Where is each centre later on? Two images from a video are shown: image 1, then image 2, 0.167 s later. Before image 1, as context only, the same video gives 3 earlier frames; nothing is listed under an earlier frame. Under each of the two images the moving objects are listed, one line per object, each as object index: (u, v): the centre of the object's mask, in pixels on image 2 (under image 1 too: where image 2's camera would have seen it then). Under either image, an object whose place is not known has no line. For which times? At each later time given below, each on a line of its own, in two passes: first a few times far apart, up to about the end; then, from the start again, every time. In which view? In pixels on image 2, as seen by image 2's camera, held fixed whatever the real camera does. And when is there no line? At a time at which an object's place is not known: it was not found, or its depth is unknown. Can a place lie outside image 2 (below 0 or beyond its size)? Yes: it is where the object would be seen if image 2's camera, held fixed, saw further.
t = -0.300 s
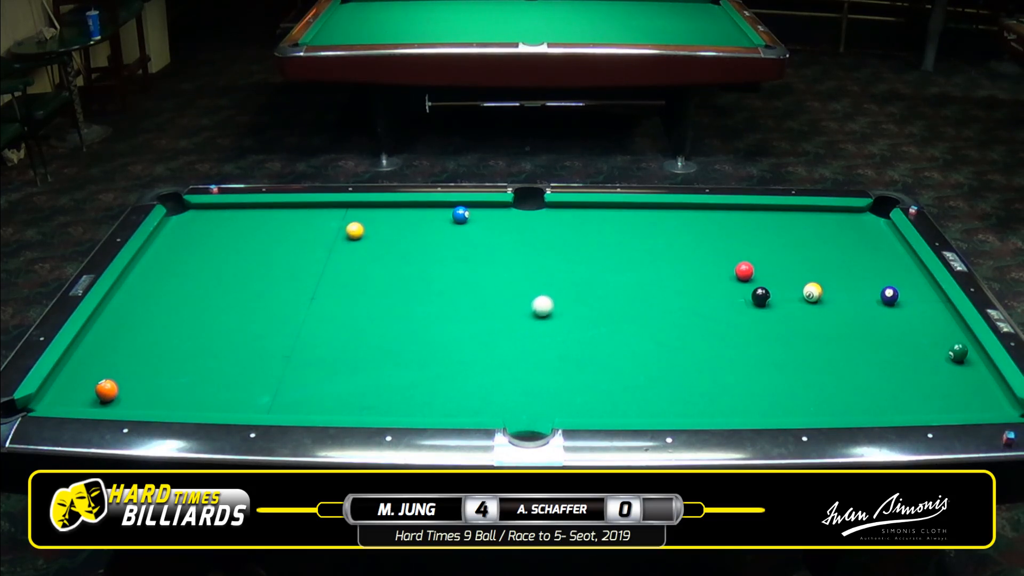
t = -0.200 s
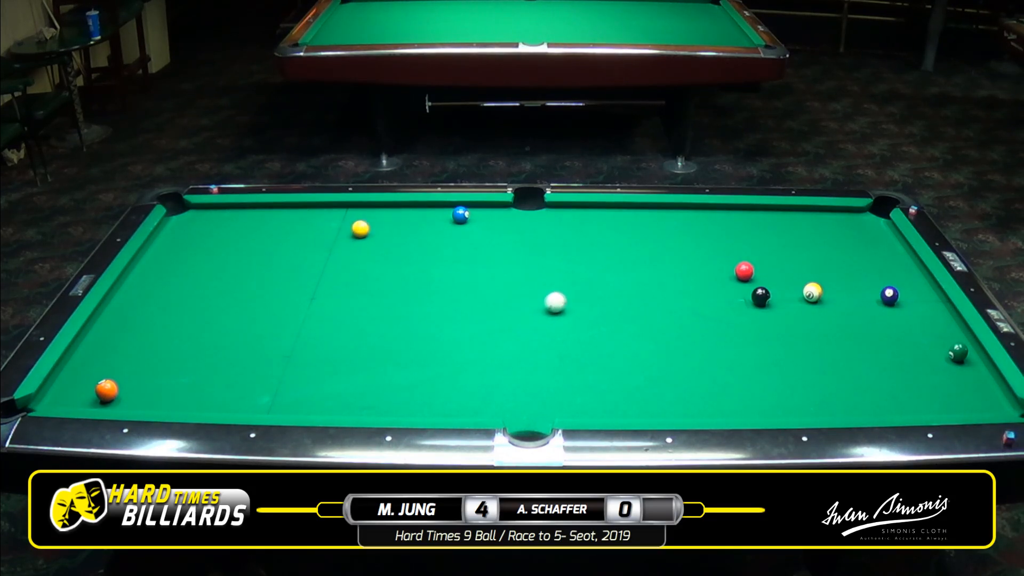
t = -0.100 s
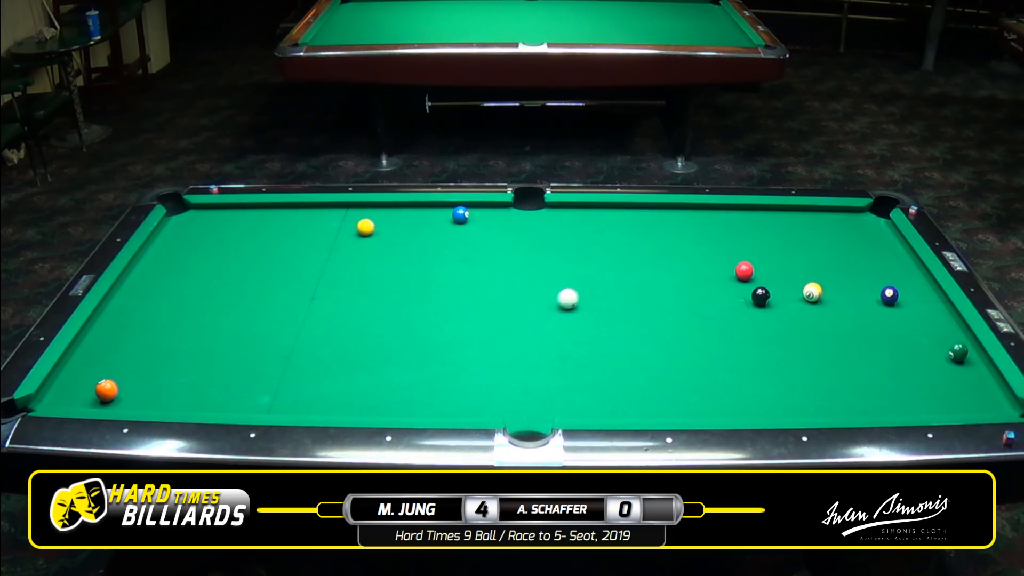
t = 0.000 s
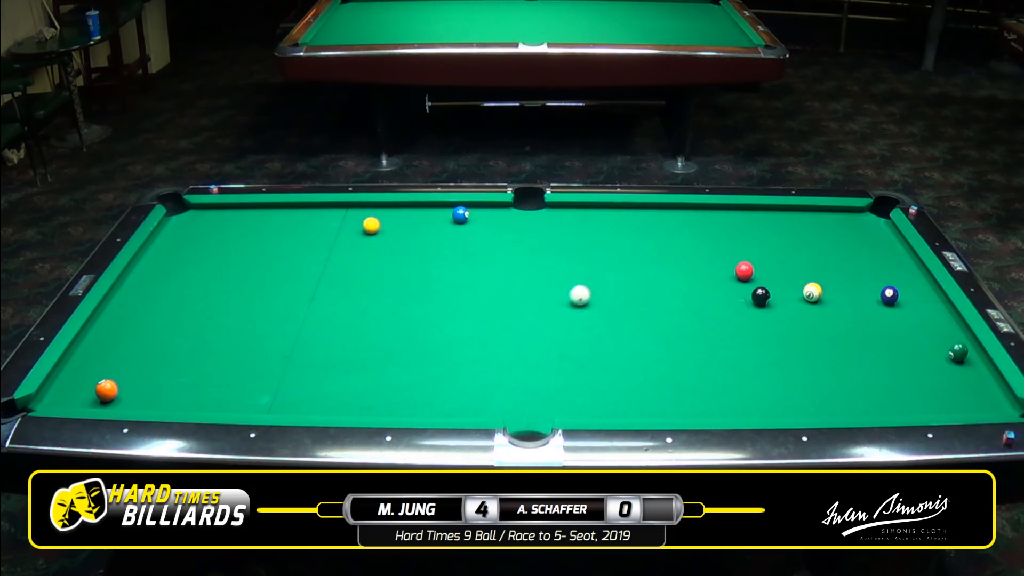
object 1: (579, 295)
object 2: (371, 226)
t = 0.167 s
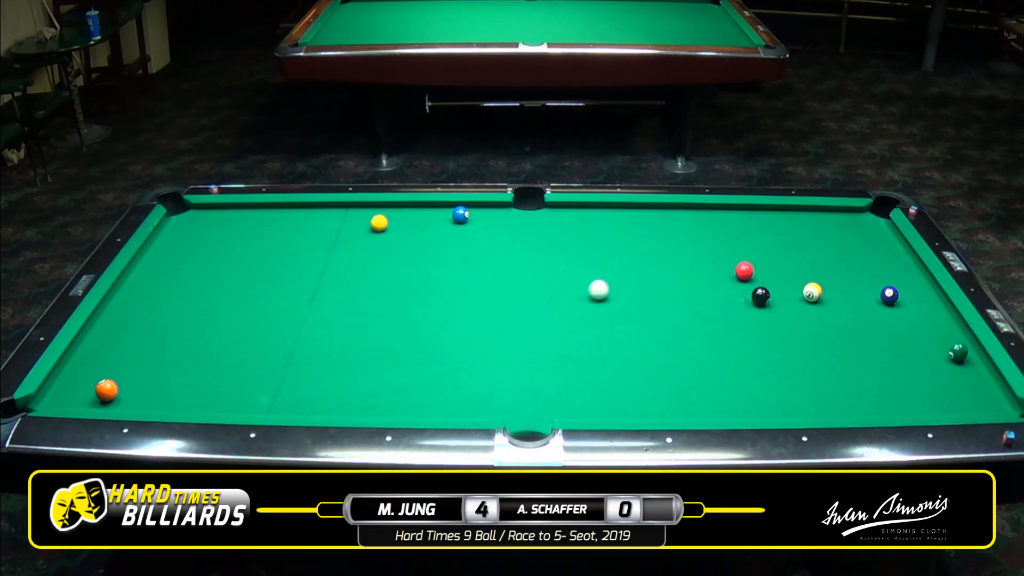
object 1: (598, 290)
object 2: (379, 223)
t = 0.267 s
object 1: (609, 287)
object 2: (384, 222)
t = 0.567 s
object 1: (639, 278)
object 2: (395, 218)
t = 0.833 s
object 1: (663, 271)
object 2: (403, 215)
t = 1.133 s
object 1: (687, 264)
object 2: (411, 213)
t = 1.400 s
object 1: (705, 258)
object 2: (416, 211)
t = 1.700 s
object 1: (724, 252)
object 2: (420, 210)
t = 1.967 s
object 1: (737, 248)
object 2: (421, 209)
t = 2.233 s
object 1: (750, 244)
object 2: (421, 209)
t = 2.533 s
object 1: (762, 240)
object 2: (421, 209)
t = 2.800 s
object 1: (771, 237)
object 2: (421, 209)
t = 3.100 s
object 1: (779, 235)
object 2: (421, 209)
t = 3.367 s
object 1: (785, 233)
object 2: (421, 209)
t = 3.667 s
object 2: (421, 209)
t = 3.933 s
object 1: (792, 230)
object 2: (421, 209)
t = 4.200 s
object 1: (794, 229)
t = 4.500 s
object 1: (794, 228)
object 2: (421, 209)
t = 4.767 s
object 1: (794, 228)
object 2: (421, 209)
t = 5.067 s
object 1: (794, 228)
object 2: (421, 209)
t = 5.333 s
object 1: (794, 228)
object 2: (421, 209)
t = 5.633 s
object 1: (794, 228)
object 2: (421, 209)
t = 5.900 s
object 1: (794, 228)
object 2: (421, 209)
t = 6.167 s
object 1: (794, 228)
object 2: (421, 209)
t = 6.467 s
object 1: (794, 228)
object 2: (421, 209)
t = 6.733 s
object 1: (794, 228)
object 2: (421, 209)
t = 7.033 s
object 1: (794, 228)
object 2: (421, 209)
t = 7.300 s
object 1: (794, 228)
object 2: (421, 209)
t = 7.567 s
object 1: (794, 228)
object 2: (421, 209)
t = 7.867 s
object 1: (794, 228)
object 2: (421, 209)
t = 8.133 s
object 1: (794, 228)
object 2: (421, 209)
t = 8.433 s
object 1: (794, 228)
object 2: (421, 209)
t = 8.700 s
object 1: (794, 228)
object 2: (421, 209)
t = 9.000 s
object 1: (794, 228)
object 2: (421, 209)
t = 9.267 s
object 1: (794, 228)
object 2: (421, 209)
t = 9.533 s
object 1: (794, 228)
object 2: (421, 209)
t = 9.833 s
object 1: (794, 228)
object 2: (421, 209)
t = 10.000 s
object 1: (794, 228)
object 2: (421, 209)
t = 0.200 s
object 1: (602, 289)
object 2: (380, 223)
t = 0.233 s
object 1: (606, 288)
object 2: (382, 222)
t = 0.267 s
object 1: (609, 287)
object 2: (384, 222)
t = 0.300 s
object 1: (613, 286)
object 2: (385, 221)
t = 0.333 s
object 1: (616, 285)
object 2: (386, 221)
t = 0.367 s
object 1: (619, 284)
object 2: (388, 220)
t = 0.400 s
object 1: (623, 283)
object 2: (389, 220)
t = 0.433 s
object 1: (626, 282)
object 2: (390, 219)
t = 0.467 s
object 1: (629, 281)
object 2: (391, 219)
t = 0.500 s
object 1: (633, 280)
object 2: (393, 219)
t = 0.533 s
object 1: (636, 279)
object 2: (394, 218)
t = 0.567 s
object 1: (639, 278)
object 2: (395, 218)
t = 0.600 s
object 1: (642, 277)
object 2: (396, 218)
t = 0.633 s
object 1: (645, 276)
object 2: (397, 217)
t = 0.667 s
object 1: (648, 275)
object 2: (399, 217)
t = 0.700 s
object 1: (651, 274)
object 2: (400, 216)
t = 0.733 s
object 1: (654, 274)
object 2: (401, 216)
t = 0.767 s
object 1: (657, 273)
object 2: (401, 216)
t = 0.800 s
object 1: (660, 272)
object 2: (402, 215)
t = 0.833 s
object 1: (663, 271)
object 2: (403, 215)
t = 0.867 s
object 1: (666, 270)
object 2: (404, 215)
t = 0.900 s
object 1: (669, 269)
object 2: (405, 214)
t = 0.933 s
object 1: (671, 269)
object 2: (406, 214)
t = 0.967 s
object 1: (674, 268)
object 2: (407, 214)
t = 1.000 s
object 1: (677, 267)
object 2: (408, 214)
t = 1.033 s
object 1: (679, 266)
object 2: (409, 213)
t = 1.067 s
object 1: (682, 265)
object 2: (409, 213)
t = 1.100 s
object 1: (684, 265)
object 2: (410, 213)
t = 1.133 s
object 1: (687, 264)
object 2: (411, 213)
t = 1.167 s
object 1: (689, 263)
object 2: (412, 212)
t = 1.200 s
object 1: (692, 262)
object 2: (412, 212)
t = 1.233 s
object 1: (694, 262)
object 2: (413, 212)
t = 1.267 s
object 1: (696, 261)
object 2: (414, 212)
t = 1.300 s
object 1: (698, 260)
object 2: (414, 211)
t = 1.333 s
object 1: (701, 260)
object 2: (415, 211)
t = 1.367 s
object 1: (703, 259)
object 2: (415, 211)
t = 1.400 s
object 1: (705, 258)
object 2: (416, 211)
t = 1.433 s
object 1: (707, 257)
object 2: (416, 211)
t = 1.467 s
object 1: (709, 257)
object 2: (417, 210)
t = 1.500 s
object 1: (712, 256)
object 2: (417, 210)
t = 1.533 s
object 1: (714, 255)
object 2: (418, 210)
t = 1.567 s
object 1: (715, 255)
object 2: (418, 210)
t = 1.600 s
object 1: (718, 254)
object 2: (419, 210)
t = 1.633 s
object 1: (720, 254)
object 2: (419, 210)
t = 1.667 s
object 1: (722, 253)
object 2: (419, 210)
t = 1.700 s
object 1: (724, 252)
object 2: (420, 210)
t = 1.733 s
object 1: (725, 252)
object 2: (420, 210)
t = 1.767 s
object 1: (727, 251)
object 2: (420, 209)
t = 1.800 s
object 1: (729, 251)
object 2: (421, 209)
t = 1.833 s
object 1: (731, 250)
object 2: (421, 209)
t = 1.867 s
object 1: (732, 250)
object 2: (421, 209)
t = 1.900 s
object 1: (734, 249)
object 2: (421, 209)
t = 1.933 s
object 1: (736, 248)
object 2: (421, 209)
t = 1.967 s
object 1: (737, 248)
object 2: (421, 209)
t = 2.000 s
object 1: (739, 247)
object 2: (421, 209)
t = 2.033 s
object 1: (741, 247)
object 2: (421, 209)
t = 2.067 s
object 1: (742, 246)
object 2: (421, 209)
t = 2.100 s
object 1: (744, 246)
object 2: (421, 209)
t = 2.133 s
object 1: (745, 245)
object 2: (421, 209)
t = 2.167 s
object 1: (747, 245)
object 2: (421, 209)
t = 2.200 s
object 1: (748, 244)
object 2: (421, 209)
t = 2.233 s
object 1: (750, 244)
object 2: (421, 209)
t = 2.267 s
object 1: (751, 243)
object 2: (421, 209)
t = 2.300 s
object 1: (753, 243)
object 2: (421, 209)
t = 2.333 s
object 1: (754, 243)
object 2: (421, 209)
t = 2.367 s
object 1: (755, 242)
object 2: (421, 209)
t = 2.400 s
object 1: (757, 242)
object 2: (421, 209)
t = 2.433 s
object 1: (758, 241)
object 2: (421, 209)
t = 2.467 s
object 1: (759, 241)
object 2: (421, 209)
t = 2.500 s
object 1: (760, 240)
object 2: (421, 209)
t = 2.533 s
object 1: (762, 240)
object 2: (421, 209)
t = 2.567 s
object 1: (763, 240)
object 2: (421, 209)
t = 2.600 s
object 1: (764, 239)
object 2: (421, 209)
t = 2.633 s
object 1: (765, 239)
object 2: (421, 209)
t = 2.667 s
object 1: (767, 239)
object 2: (421, 209)
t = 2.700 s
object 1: (768, 238)
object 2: (421, 209)
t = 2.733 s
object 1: (769, 238)
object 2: (421, 209)
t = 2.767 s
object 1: (770, 238)
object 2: (421, 209)
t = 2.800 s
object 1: (771, 237)
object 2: (421, 209)
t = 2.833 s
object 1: (772, 237)
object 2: (421, 209)
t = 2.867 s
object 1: (773, 237)
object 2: (421, 209)
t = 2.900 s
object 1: (774, 236)
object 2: (421, 209)
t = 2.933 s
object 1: (775, 236)
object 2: (421, 209)
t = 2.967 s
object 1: (776, 236)
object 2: (421, 209)
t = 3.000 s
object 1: (777, 236)
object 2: (421, 209)
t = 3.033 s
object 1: (778, 235)
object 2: (421, 209)
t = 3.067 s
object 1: (778, 235)
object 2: (421, 209)
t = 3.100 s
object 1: (779, 235)
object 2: (421, 209)
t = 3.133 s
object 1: (780, 234)
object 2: (421, 209)
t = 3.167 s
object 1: (781, 234)
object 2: (421, 209)
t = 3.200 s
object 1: (782, 234)
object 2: (421, 209)
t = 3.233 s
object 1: (782, 234)
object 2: (421, 209)
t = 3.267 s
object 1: (783, 234)
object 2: (421, 209)
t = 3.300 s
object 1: (784, 233)
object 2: (421, 209)
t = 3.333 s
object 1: (784, 233)
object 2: (421, 209)
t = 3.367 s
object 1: (785, 233)
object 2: (421, 209)
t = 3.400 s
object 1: (786, 232)
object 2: (421, 209)
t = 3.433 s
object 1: (786, 232)
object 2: (421, 209)
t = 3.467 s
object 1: (787, 232)
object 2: (421, 209)
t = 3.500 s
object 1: (787, 232)
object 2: (421, 209)
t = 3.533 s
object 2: (421, 209)
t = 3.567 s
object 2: (421, 209)
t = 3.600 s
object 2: (421, 209)
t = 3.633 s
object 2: (421, 209)
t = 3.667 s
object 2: (421, 209)
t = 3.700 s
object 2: (421, 209)
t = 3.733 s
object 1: (791, 231)
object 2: (421, 209)
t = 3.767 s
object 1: (791, 230)
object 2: (421, 209)
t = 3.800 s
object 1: (791, 230)
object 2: (421, 209)
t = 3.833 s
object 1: (792, 230)
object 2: (421, 209)
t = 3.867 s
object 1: (792, 230)
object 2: (421, 209)
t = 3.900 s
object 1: (792, 230)
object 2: (421, 209)
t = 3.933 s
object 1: (792, 230)
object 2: (421, 209)
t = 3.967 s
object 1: (793, 230)
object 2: (421, 209)
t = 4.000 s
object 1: (793, 230)
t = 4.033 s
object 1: (793, 229)
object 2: (421, 206)
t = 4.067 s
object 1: (793, 229)
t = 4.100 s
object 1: (793, 229)
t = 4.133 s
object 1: (794, 229)
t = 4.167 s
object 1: (794, 229)
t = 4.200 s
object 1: (794, 229)
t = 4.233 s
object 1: (794, 229)
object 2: (422, 209)
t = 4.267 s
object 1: (794, 229)
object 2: (421, 209)
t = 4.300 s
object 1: (794, 229)
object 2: (421, 209)
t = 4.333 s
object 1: (794, 229)
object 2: (421, 209)
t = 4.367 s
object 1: (794, 229)
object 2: (421, 209)
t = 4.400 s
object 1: (794, 229)
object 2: (421, 209)
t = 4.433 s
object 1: (794, 229)
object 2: (421, 209)
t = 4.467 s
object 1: (794, 228)
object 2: (421, 209)
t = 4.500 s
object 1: (794, 228)
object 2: (421, 209)
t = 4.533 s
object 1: (794, 228)
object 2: (421, 209)
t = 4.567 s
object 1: (794, 228)
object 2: (421, 209)
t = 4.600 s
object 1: (794, 228)
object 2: (421, 209)
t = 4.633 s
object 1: (794, 228)
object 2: (421, 209)
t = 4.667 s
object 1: (794, 228)
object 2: (421, 209)
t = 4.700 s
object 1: (794, 228)
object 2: (421, 209)
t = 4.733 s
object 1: (794, 228)
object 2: (421, 209)
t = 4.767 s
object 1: (794, 228)
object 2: (421, 209)
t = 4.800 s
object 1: (794, 228)
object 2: (421, 209)
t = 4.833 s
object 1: (794, 228)
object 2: (421, 209)
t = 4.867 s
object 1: (794, 228)
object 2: (421, 209)
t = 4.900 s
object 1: (794, 228)
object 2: (421, 209)
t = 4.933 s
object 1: (794, 228)
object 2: (421, 209)
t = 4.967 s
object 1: (794, 228)
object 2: (421, 209)
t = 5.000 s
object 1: (794, 228)
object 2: (421, 209)
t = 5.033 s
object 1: (794, 228)
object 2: (421, 209)
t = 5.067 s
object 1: (794, 228)
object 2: (421, 209)
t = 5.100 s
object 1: (794, 228)
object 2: (421, 209)
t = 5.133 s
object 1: (794, 228)
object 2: (421, 209)
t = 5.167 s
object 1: (794, 228)
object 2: (421, 209)
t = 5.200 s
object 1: (794, 228)
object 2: (421, 209)
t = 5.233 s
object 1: (794, 228)
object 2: (421, 209)
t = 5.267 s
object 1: (794, 228)
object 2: (421, 209)
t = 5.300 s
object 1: (794, 228)
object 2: (421, 209)
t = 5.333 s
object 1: (794, 228)
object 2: (421, 209)
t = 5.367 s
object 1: (794, 228)
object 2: (421, 209)
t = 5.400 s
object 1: (794, 228)
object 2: (421, 209)
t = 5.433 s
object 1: (794, 228)
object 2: (421, 209)
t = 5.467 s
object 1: (794, 228)
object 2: (421, 209)
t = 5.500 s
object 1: (794, 228)
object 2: (421, 209)
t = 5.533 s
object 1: (794, 228)
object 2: (421, 209)
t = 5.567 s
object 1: (794, 228)
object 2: (421, 209)
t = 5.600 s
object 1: (794, 228)
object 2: (421, 209)
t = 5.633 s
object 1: (794, 228)
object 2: (421, 209)
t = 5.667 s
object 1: (794, 228)
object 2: (421, 209)
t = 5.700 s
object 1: (794, 228)
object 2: (421, 209)
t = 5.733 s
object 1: (794, 228)
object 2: (421, 209)
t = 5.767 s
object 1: (794, 228)
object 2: (421, 209)
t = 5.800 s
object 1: (794, 228)
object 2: (421, 209)
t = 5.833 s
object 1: (794, 228)
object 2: (421, 209)
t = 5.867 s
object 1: (794, 228)
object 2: (421, 209)
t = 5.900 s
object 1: (794, 228)
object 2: (421, 209)
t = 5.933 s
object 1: (794, 228)
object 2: (421, 209)
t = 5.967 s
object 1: (794, 228)
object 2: (421, 209)
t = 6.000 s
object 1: (794, 228)
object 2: (421, 209)
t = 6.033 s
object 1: (794, 228)
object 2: (421, 209)
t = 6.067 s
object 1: (794, 228)
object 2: (421, 209)
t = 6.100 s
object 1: (794, 228)
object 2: (421, 209)
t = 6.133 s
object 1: (794, 228)
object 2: (421, 209)
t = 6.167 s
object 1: (794, 228)
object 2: (421, 209)
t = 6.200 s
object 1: (794, 228)
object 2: (421, 209)
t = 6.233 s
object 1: (794, 228)
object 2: (421, 209)
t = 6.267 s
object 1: (794, 228)
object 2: (421, 209)
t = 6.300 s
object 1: (794, 228)
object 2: (421, 209)
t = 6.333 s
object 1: (794, 228)
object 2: (421, 209)
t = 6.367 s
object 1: (794, 228)
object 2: (421, 209)
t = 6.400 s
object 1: (794, 228)
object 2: (421, 209)
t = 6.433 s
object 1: (794, 228)
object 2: (421, 209)
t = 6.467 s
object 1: (794, 228)
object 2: (421, 209)
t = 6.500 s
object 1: (794, 228)
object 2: (421, 209)
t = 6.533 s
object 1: (794, 228)
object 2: (421, 209)
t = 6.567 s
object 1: (794, 228)
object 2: (421, 209)
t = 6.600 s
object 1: (794, 228)
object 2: (421, 209)
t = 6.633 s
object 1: (794, 228)
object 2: (421, 209)
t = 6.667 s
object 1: (794, 228)
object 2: (421, 209)
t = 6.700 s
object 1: (794, 228)
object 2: (421, 209)
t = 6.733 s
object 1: (794, 228)
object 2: (421, 209)
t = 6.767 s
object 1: (794, 228)
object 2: (421, 209)
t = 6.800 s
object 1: (794, 228)
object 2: (421, 209)
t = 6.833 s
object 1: (794, 228)
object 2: (421, 209)
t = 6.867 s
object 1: (794, 228)
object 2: (421, 209)
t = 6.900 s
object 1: (794, 228)
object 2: (421, 209)
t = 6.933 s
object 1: (794, 228)
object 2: (421, 209)
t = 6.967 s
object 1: (794, 228)
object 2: (421, 209)
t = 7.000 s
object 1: (794, 228)
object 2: (421, 209)
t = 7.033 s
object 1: (794, 228)
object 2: (421, 209)
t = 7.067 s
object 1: (794, 228)
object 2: (421, 209)
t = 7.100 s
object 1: (794, 228)
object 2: (421, 209)
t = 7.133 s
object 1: (794, 228)
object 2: (421, 209)
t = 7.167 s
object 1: (794, 228)
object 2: (421, 209)
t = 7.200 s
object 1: (794, 228)
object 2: (421, 209)
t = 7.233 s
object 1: (794, 228)
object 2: (421, 209)
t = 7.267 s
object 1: (794, 228)
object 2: (421, 209)
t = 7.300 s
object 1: (794, 228)
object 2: (421, 209)
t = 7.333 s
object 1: (794, 228)
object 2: (421, 209)
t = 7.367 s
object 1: (794, 228)
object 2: (421, 209)
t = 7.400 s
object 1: (794, 228)
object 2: (421, 209)
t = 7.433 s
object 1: (794, 228)
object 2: (421, 209)
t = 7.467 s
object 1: (794, 228)
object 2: (421, 209)
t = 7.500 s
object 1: (794, 228)
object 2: (421, 209)
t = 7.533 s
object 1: (794, 228)
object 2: (421, 209)
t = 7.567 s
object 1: (794, 228)
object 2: (421, 209)
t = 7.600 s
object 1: (794, 228)
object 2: (421, 209)
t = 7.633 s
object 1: (794, 228)
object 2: (421, 209)
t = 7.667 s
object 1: (794, 228)
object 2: (421, 209)
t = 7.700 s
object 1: (794, 228)
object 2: (421, 209)
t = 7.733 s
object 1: (794, 228)
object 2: (421, 209)
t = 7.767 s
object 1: (794, 228)
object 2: (421, 209)
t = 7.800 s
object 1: (794, 228)
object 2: (421, 209)
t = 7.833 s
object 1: (794, 228)
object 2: (421, 209)
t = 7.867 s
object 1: (794, 228)
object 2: (421, 209)
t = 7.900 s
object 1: (794, 228)
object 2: (421, 209)
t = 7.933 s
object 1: (794, 228)
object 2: (421, 209)
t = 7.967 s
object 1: (794, 228)
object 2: (421, 209)
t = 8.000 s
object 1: (794, 228)
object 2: (421, 209)
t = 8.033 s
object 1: (794, 228)
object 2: (421, 209)
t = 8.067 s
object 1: (794, 228)
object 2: (421, 209)
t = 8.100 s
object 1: (794, 228)
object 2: (421, 209)
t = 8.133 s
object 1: (794, 228)
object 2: (421, 209)
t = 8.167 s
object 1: (794, 228)
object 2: (421, 209)
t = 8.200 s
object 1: (794, 228)
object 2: (421, 209)
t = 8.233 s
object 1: (794, 228)
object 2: (421, 209)
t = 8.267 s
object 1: (794, 228)
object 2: (421, 209)
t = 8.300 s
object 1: (794, 228)
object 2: (421, 209)
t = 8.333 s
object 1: (794, 228)
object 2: (421, 209)
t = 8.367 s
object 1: (794, 228)
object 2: (421, 209)
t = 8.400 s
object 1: (794, 228)
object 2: (421, 209)
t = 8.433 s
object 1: (794, 228)
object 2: (421, 209)
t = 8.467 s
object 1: (794, 228)
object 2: (421, 209)
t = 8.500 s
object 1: (794, 228)
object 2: (421, 209)
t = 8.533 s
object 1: (794, 228)
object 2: (421, 209)
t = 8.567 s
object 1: (794, 228)
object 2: (421, 209)
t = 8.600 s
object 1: (794, 228)
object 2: (421, 209)
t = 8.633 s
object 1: (794, 228)
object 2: (421, 209)
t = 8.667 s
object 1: (794, 228)
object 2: (421, 209)
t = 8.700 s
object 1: (794, 228)
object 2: (421, 209)
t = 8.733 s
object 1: (794, 228)
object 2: (421, 209)
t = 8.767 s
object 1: (794, 228)
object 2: (421, 209)
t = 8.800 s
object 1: (794, 228)
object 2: (421, 209)
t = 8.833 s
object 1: (794, 228)
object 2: (421, 209)
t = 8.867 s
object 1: (794, 228)
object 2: (421, 209)
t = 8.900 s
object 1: (794, 228)
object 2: (421, 209)
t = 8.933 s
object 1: (794, 228)
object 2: (421, 209)
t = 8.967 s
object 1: (794, 228)
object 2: (421, 209)
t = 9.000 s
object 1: (794, 228)
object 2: (421, 209)
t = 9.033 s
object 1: (794, 228)
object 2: (421, 209)
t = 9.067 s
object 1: (794, 228)
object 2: (421, 209)
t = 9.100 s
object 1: (794, 228)
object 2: (421, 209)
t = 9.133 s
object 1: (794, 228)
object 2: (421, 209)
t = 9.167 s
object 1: (794, 228)
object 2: (421, 209)
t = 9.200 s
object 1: (794, 228)
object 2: (421, 209)
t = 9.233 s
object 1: (794, 228)
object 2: (421, 209)
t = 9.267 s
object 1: (794, 228)
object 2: (421, 209)
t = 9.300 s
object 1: (794, 228)
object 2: (421, 209)
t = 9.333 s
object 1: (794, 228)
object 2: (421, 209)
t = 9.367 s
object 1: (794, 228)
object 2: (421, 209)
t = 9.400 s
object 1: (794, 228)
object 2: (421, 209)
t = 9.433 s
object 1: (794, 228)
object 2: (421, 209)
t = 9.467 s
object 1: (794, 228)
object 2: (421, 209)
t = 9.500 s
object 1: (794, 228)
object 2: (421, 209)
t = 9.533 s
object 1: (794, 228)
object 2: (421, 209)
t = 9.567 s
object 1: (794, 228)
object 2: (421, 209)
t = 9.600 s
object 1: (794, 228)
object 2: (421, 209)
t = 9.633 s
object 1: (794, 228)
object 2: (421, 209)
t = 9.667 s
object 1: (794, 228)
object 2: (421, 209)
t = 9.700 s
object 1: (794, 228)
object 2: (421, 209)
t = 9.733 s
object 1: (794, 228)
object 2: (421, 209)
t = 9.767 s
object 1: (794, 228)
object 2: (421, 209)
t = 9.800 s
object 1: (794, 228)
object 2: (421, 209)
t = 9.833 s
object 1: (794, 228)
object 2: (421, 209)
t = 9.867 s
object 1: (794, 228)
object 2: (421, 209)
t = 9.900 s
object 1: (794, 228)
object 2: (421, 209)
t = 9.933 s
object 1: (794, 228)
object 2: (421, 209)
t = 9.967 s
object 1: (794, 228)
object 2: (421, 209)
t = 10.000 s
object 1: (794, 228)
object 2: (421, 209)
